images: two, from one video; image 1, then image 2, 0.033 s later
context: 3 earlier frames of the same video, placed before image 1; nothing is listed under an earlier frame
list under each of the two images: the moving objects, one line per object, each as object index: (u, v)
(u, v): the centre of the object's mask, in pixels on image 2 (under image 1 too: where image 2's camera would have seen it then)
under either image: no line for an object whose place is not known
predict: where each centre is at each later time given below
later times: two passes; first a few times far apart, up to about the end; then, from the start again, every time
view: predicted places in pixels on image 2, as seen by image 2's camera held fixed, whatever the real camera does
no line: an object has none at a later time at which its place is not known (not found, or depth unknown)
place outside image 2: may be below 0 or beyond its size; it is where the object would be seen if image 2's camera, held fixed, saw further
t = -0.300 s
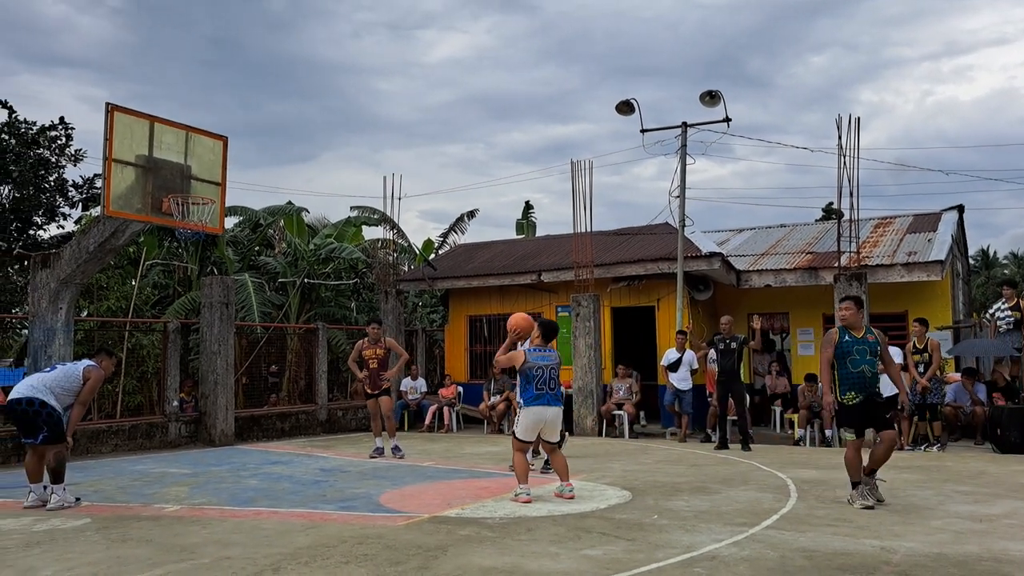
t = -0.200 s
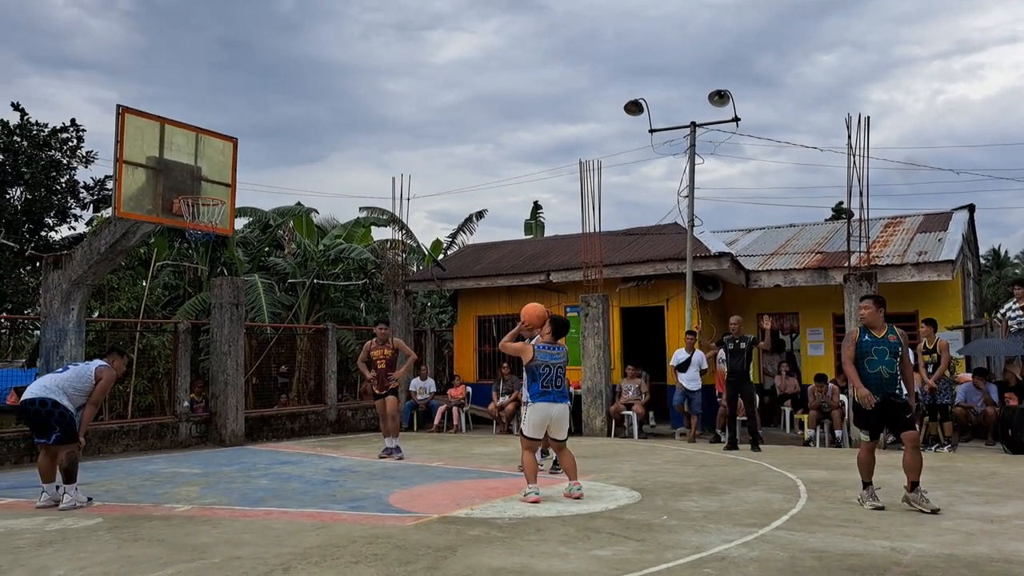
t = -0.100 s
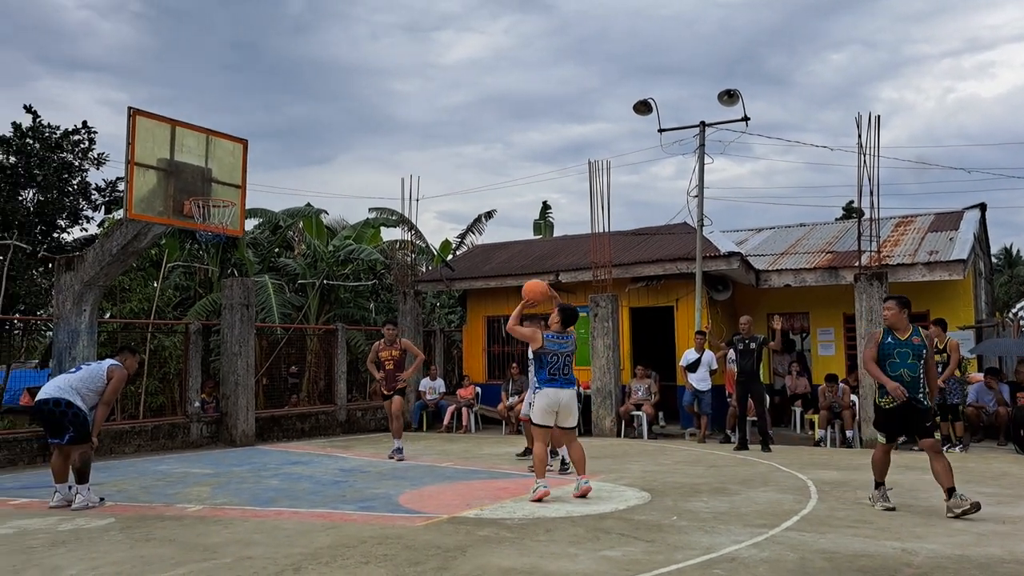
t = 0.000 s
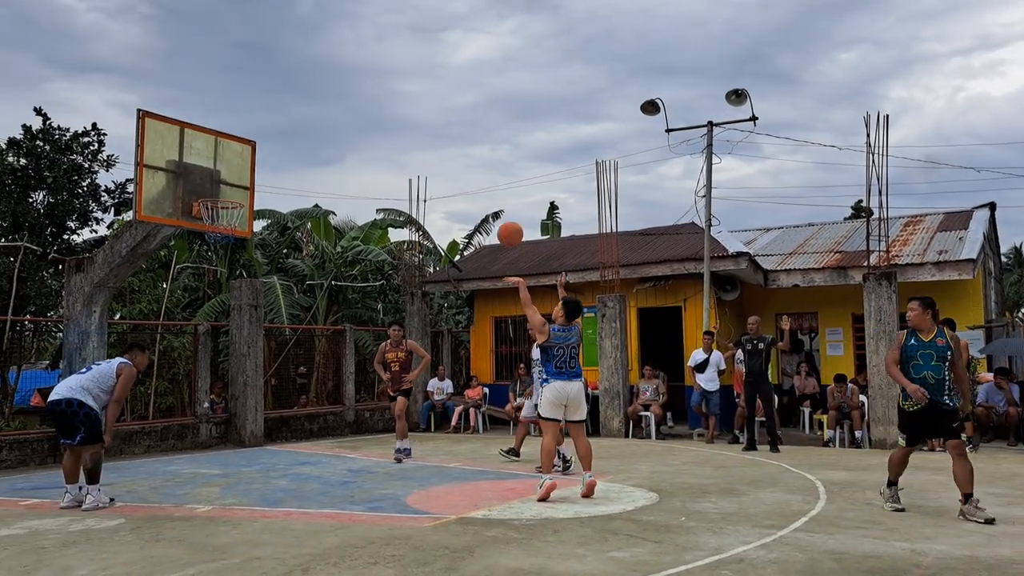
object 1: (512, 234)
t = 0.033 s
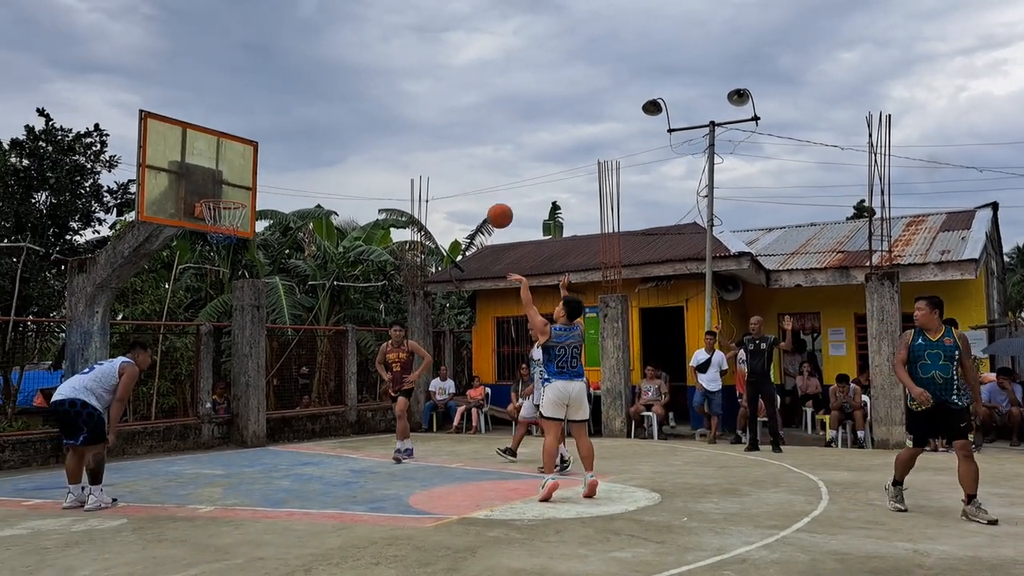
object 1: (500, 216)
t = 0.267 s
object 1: (422, 126)
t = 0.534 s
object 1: (346, 99)
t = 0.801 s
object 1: (279, 136)
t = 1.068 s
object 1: (228, 193)
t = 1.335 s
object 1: (220, 180)
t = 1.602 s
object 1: (222, 203)
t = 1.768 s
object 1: (225, 248)
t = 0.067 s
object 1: (488, 198)
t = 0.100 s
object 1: (476, 183)
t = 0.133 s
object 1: (465, 169)
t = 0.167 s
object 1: (454, 156)
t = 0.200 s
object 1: (443, 145)
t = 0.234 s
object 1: (433, 135)
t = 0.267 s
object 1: (422, 126)
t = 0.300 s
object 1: (412, 119)
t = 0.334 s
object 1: (402, 112)
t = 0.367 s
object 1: (392, 107)
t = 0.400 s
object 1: (383, 103)
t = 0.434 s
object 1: (373, 101)
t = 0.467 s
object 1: (364, 99)
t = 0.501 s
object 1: (355, 98)
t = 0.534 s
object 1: (346, 99)
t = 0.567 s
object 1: (337, 100)
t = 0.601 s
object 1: (328, 102)
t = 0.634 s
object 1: (320, 105)
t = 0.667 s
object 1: (312, 110)
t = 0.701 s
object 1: (303, 115)
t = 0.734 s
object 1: (295, 121)
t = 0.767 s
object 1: (287, 128)
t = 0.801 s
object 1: (279, 136)
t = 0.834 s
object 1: (272, 145)
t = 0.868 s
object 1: (265, 155)
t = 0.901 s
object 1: (257, 165)
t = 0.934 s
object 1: (250, 176)
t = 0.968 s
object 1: (242, 189)
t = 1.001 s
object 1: (237, 193)
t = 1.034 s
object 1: (233, 193)
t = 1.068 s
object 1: (228, 193)
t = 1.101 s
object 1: (224, 192)
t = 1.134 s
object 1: (220, 193)
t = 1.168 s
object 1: (218, 193)
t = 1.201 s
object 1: (219, 189)
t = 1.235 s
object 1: (219, 186)
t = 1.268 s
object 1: (219, 183)
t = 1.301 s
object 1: (220, 181)
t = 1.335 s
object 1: (220, 180)
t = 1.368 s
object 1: (220, 180)
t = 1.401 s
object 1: (221, 180)
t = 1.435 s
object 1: (221, 182)
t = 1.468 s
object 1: (222, 184)
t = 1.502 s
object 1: (222, 187)
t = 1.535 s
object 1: (223, 191)
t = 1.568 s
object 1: (223, 194)
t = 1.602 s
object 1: (222, 203)
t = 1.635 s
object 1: (223, 210)
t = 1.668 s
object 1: (224, 219)
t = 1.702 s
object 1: (225, 229)
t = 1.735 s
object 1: (224, 238)
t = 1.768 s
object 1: (225, 248)
